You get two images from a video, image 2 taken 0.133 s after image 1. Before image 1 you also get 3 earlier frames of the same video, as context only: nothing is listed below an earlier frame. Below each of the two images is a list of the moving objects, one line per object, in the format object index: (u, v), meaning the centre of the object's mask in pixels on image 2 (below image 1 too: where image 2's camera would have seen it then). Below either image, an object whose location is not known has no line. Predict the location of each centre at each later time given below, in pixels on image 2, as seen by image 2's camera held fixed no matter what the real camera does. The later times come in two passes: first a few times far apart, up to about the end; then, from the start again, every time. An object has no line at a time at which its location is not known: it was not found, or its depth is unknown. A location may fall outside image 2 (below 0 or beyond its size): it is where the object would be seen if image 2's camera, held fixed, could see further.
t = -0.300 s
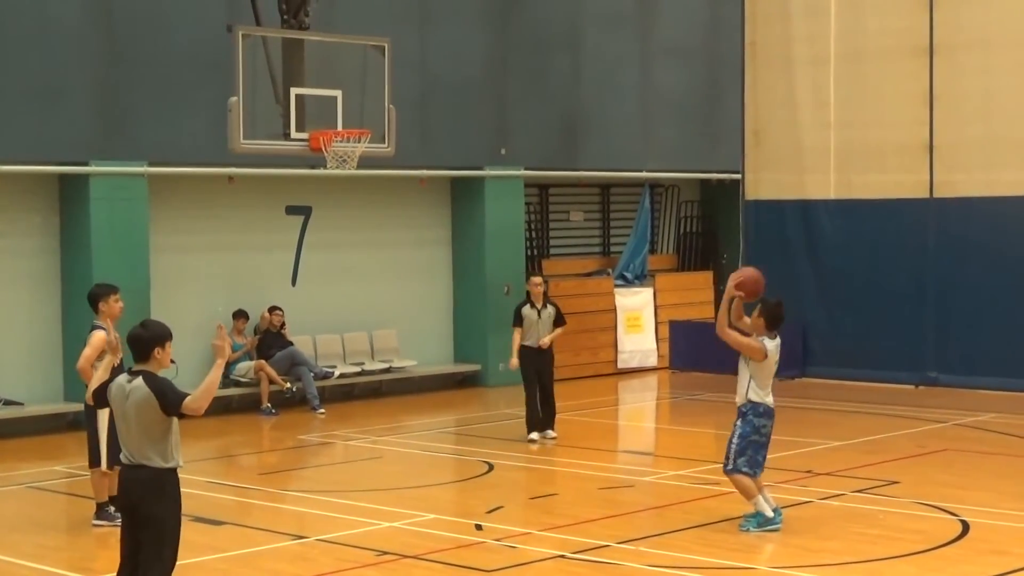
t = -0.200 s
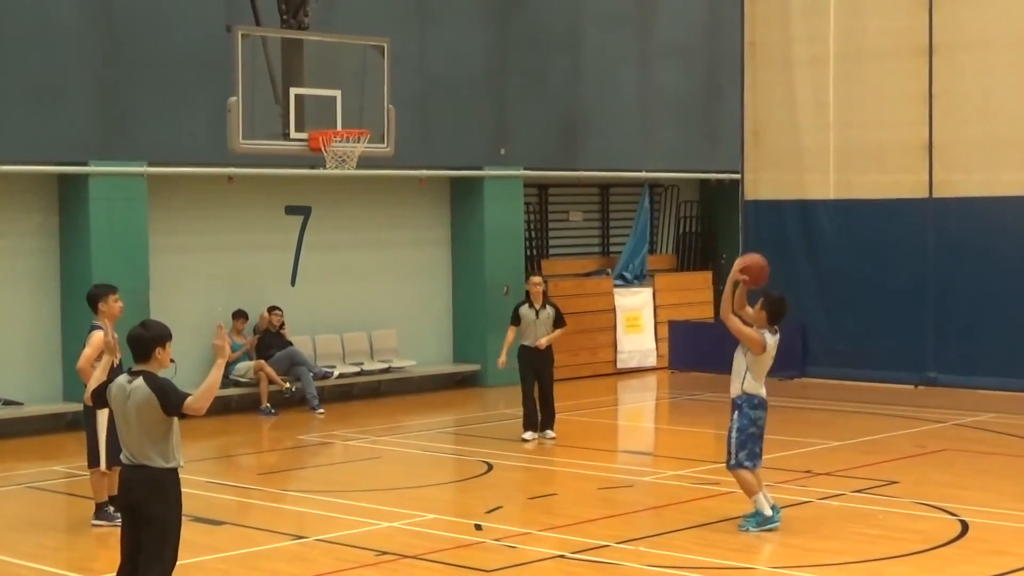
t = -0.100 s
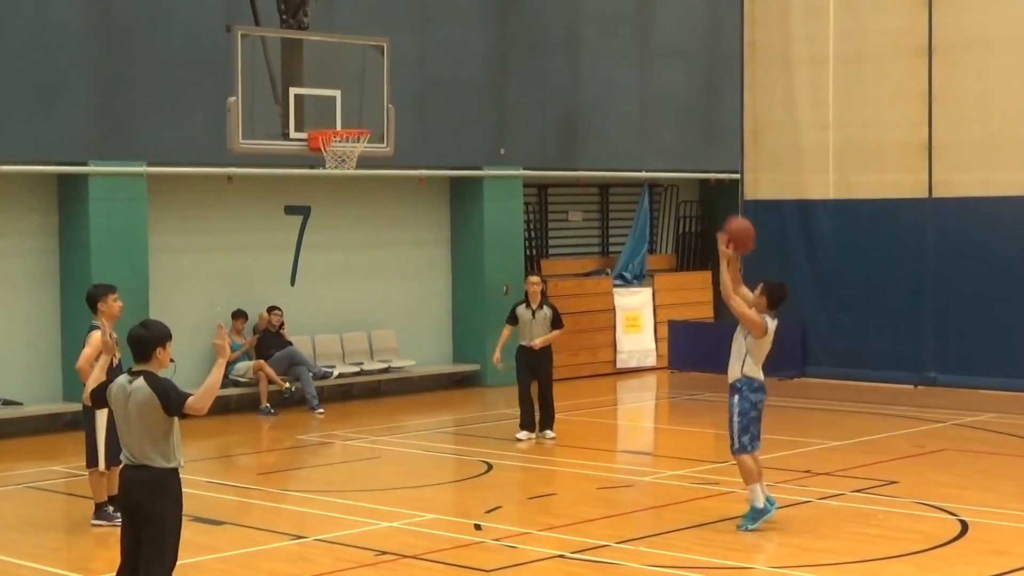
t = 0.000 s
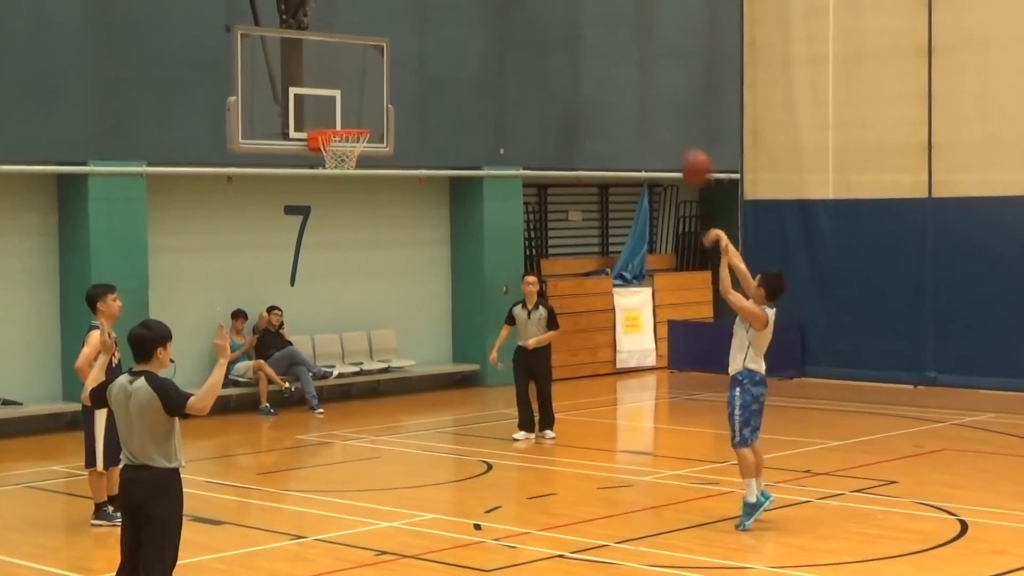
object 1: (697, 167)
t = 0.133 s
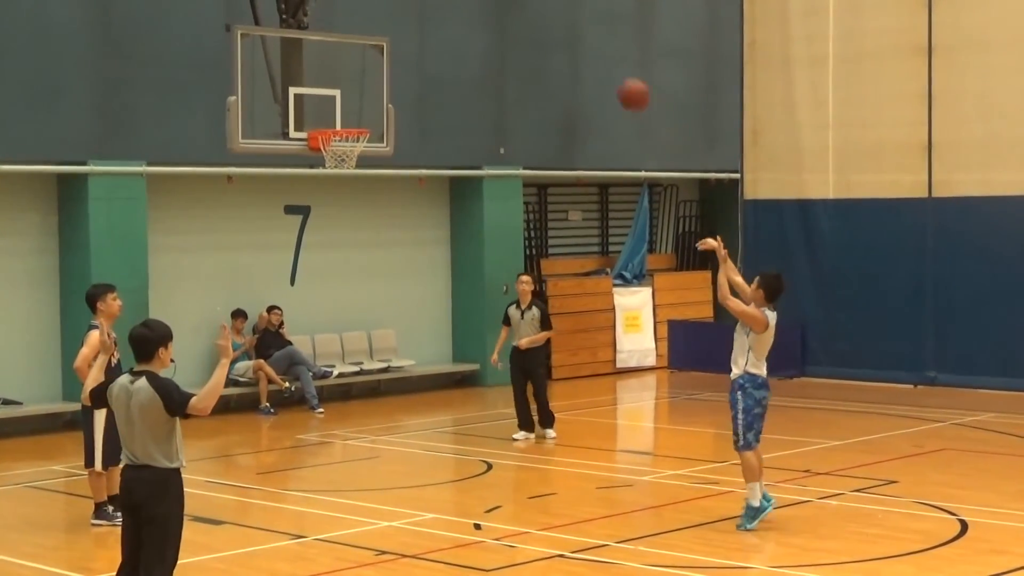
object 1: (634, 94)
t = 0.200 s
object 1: (604, 68)
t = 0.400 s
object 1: (521, 26)
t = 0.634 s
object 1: (432, 37)
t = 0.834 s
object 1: (365, 92)
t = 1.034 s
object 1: (334, 176)
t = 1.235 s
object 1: (349, 283)
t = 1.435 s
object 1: (361, 422)
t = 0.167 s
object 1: (619, 81)
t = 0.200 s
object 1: (604, 68)
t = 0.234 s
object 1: (590, 57)
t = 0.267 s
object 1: (575, 49)
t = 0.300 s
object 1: (561, 41)
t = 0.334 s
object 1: (548, 34)
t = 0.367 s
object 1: (534, 29)
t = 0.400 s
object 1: (521, 26)
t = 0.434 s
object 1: (507, 24)
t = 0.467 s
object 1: (494, 23)
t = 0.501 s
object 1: (481, 23)
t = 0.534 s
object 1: (469, 24)
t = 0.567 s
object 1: (456, 27)
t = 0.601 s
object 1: (444, 32)
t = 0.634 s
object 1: (432, 37)
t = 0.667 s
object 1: (420, 44)
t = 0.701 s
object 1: (409, 51)
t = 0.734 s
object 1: (398, 59)
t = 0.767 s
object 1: (386, 70)
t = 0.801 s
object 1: (376, 80)
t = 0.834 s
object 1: (365, 92)
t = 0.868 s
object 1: (354, 106)
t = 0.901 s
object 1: (343, 118)
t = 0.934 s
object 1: (335, 132)
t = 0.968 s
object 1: (328, 144)
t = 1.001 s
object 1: (332, 168)
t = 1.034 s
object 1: (334, 176)
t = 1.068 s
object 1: (337, 192)
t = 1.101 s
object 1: (339, 208)
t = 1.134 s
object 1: (342, 226)
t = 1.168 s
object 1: (344, 243)
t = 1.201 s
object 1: (346, 262)
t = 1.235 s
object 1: (349, 283)
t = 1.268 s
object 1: (351, 304)
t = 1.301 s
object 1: (353, 325)
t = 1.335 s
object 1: (355, 348)
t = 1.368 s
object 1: (356, 373)
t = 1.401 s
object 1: (359, 396)
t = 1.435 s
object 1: (361, 422)
